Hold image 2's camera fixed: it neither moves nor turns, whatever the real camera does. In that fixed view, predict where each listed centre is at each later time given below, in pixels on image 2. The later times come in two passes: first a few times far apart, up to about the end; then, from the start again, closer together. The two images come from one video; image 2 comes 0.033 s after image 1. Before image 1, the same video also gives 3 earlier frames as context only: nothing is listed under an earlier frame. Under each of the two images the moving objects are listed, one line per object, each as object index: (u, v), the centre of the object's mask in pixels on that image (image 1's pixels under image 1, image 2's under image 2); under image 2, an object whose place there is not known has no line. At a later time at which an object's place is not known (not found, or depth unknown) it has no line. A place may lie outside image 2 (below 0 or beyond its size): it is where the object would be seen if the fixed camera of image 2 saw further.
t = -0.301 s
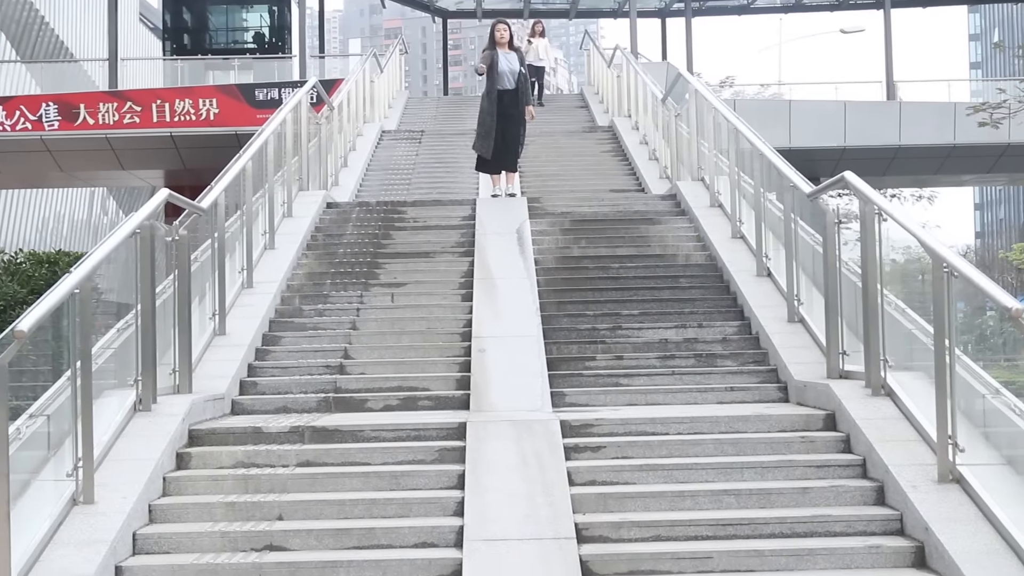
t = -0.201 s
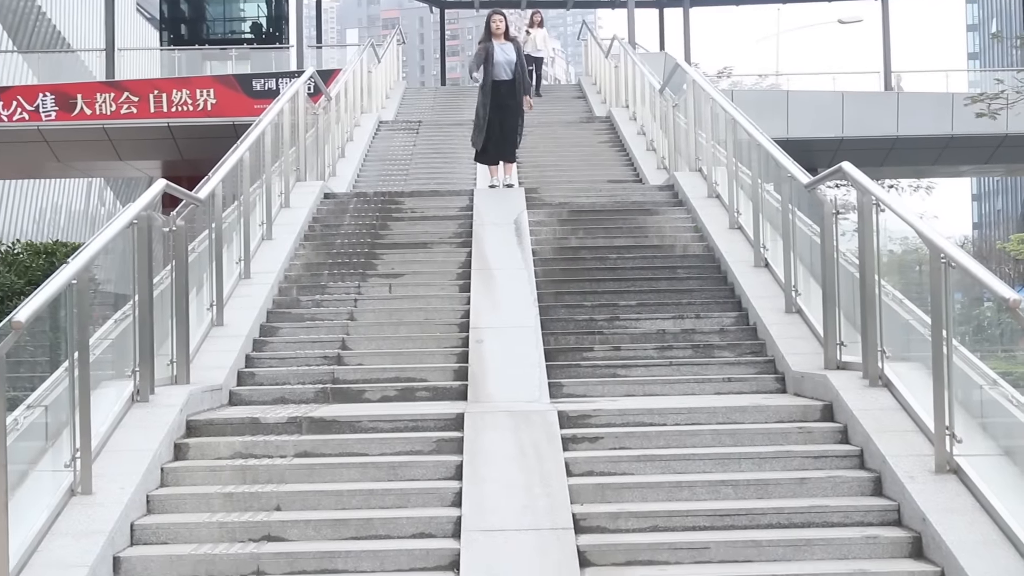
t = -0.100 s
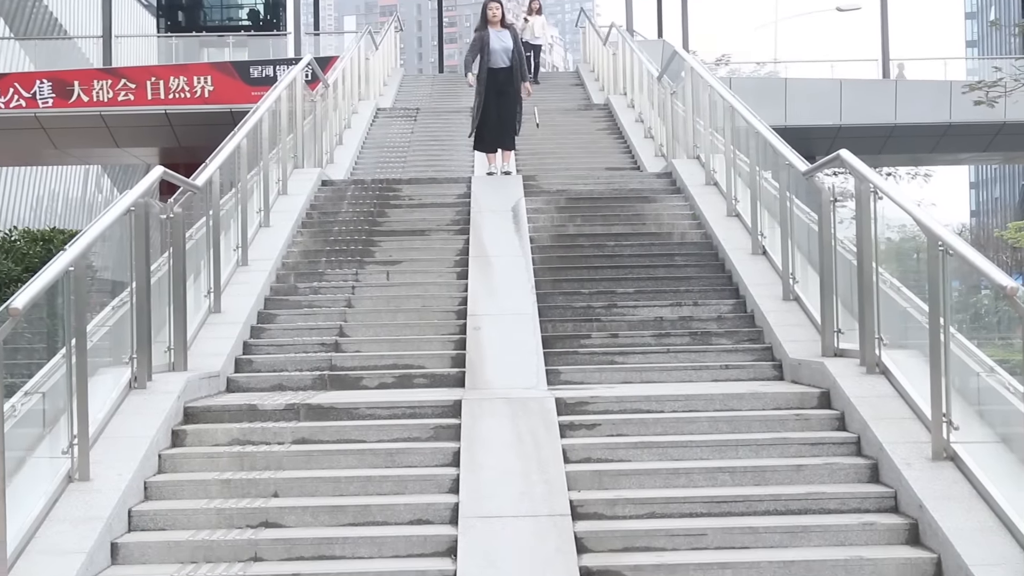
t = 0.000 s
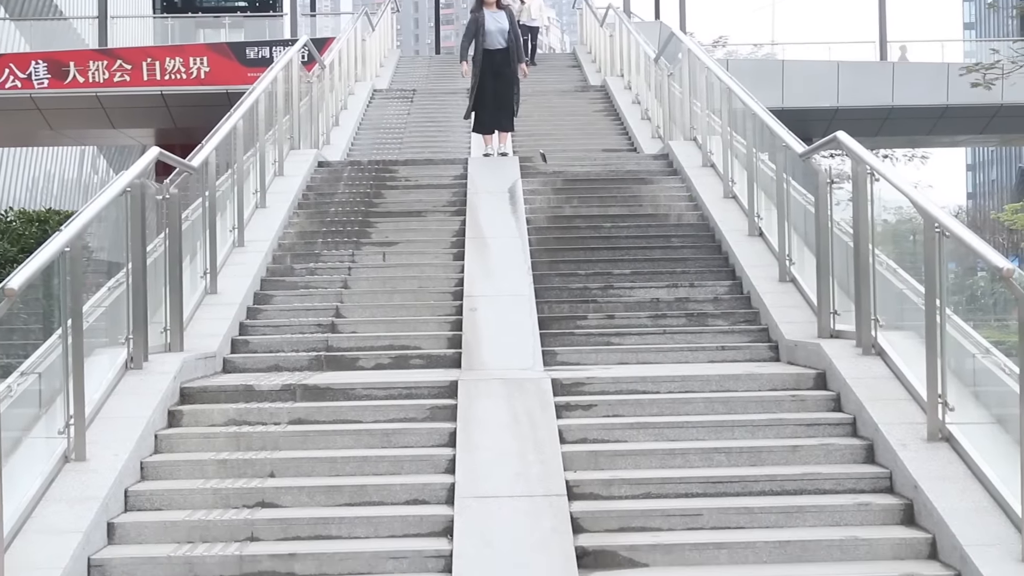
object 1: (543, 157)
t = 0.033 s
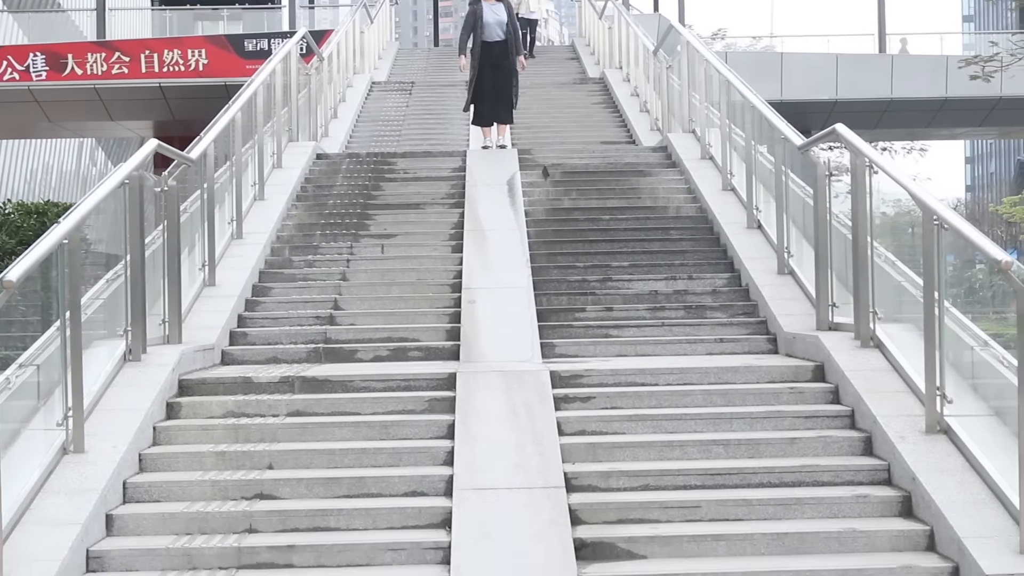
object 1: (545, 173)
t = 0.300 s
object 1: (575, 277)
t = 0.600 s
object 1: (608, 349)
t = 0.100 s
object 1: (554, 228)
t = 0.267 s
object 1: (572, 279)
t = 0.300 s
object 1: (575, 277)
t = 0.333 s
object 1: (577, 277)
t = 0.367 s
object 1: (581, 279)
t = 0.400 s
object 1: (585, 283)
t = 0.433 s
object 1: (587, 288)
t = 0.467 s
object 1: (591, 296)
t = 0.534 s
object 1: (599, 317)
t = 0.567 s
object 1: (604, 332)
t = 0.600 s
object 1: (608, 349)
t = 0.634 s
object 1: (611, 347)
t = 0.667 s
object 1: (614, 343)
